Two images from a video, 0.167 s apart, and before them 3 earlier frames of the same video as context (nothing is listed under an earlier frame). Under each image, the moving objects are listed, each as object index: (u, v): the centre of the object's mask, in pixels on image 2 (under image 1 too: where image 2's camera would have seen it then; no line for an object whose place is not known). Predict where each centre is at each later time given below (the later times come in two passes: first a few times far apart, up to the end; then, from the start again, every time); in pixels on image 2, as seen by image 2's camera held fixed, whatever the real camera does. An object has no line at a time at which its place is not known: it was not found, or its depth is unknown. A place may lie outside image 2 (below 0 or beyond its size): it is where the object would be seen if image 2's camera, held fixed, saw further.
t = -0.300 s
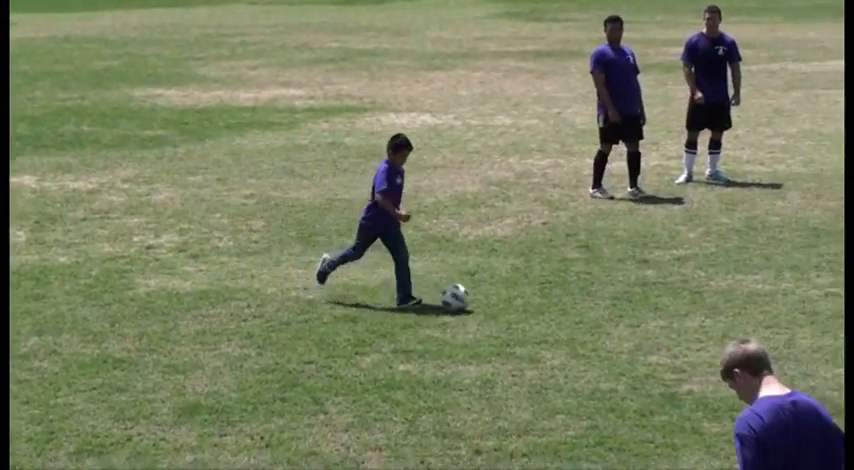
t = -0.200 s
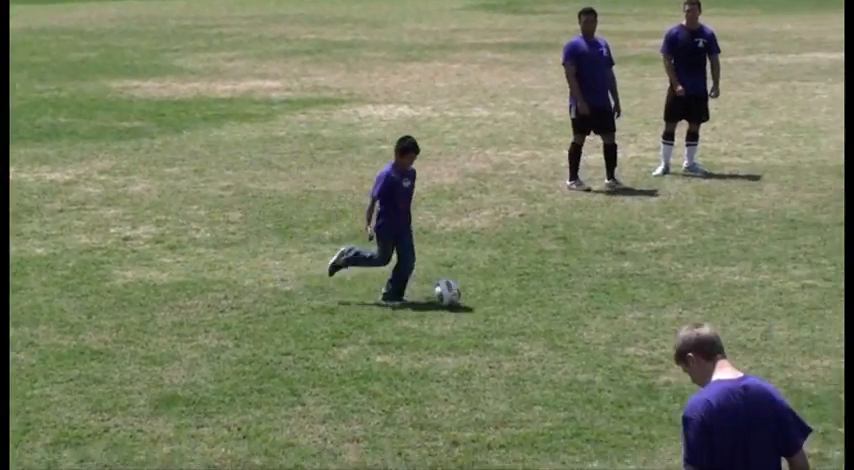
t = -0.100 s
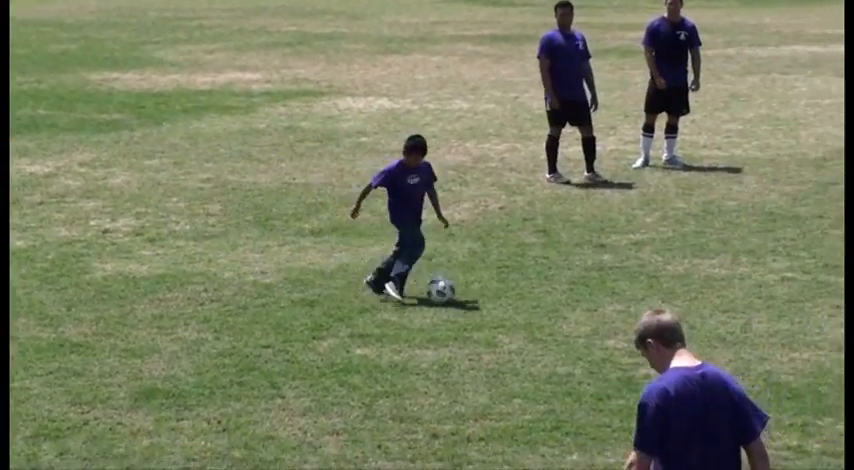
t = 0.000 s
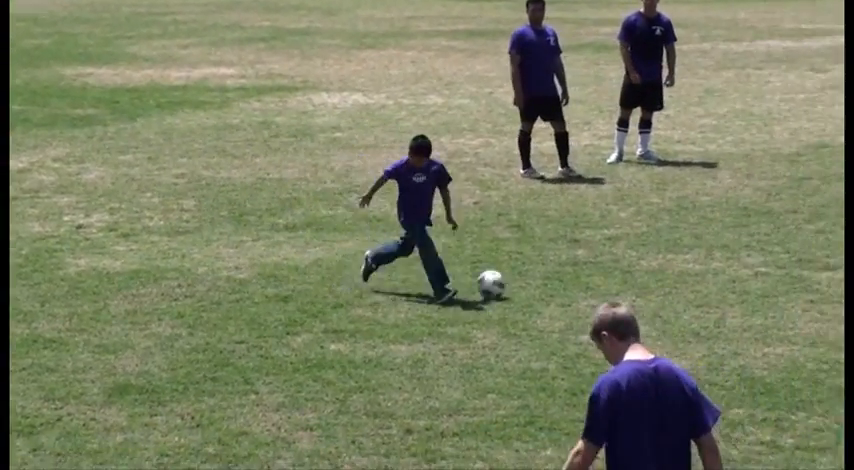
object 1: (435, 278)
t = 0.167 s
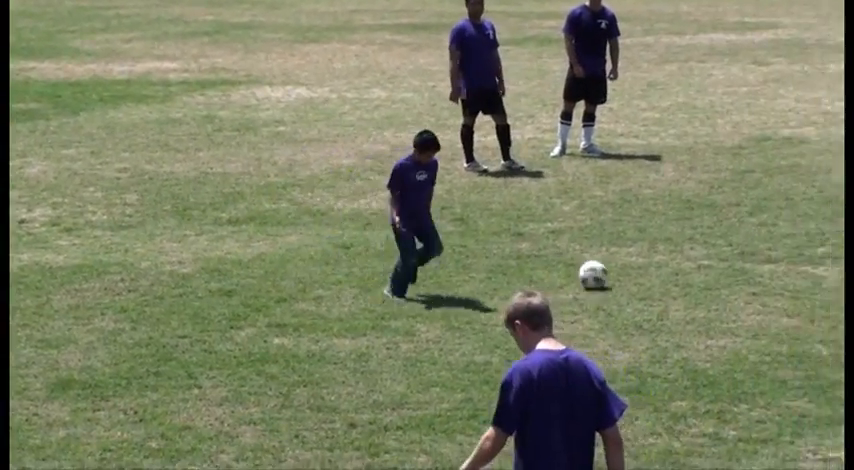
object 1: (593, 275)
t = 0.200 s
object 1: (623, 274)
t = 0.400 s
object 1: (780, 268)
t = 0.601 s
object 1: (915, 266)
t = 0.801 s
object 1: (1041, 256)
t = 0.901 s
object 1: (1106, 265)
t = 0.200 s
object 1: (623, 274)
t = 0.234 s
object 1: (650, 273)
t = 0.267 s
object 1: (679, 273)
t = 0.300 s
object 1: (705, 272)
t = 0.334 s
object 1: (731, 271)
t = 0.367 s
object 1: (757, 271)
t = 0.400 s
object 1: (780, 268)
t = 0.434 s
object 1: (803, 267)
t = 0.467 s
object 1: (826, 266)
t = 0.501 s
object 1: (850, 268)
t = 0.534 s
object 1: (871, 268)
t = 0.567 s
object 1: (894, 266)
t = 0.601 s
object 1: (915, 266)
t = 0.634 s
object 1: (937, 268)
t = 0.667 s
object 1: (957, 266)
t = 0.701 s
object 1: (978, 261)
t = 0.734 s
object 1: (999, 258)
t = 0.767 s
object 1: (1020, 256)
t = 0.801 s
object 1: (1041, 256)
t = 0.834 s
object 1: (1062, 258)
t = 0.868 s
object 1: (1083, 261)
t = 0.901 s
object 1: (1106, 265)
